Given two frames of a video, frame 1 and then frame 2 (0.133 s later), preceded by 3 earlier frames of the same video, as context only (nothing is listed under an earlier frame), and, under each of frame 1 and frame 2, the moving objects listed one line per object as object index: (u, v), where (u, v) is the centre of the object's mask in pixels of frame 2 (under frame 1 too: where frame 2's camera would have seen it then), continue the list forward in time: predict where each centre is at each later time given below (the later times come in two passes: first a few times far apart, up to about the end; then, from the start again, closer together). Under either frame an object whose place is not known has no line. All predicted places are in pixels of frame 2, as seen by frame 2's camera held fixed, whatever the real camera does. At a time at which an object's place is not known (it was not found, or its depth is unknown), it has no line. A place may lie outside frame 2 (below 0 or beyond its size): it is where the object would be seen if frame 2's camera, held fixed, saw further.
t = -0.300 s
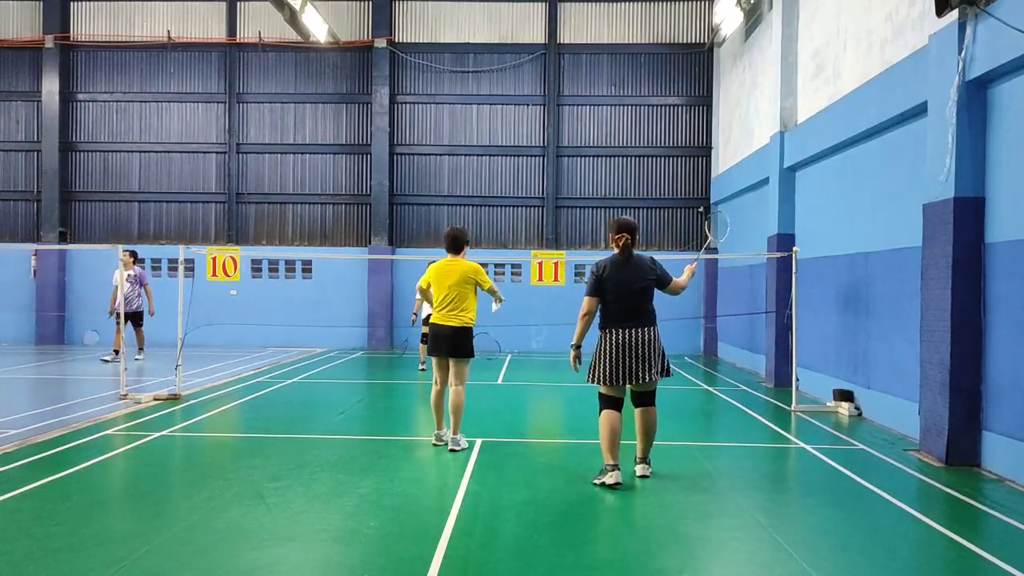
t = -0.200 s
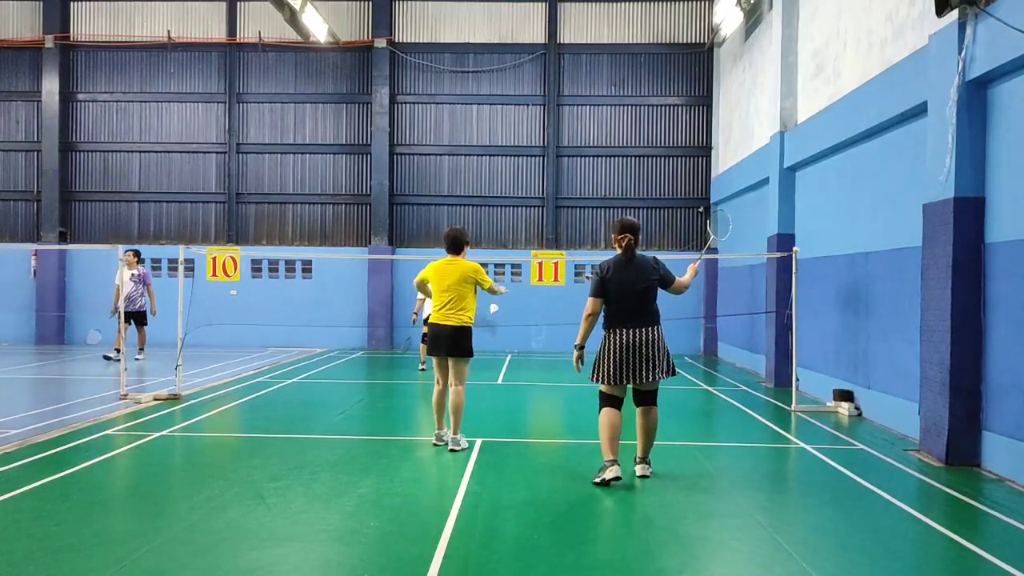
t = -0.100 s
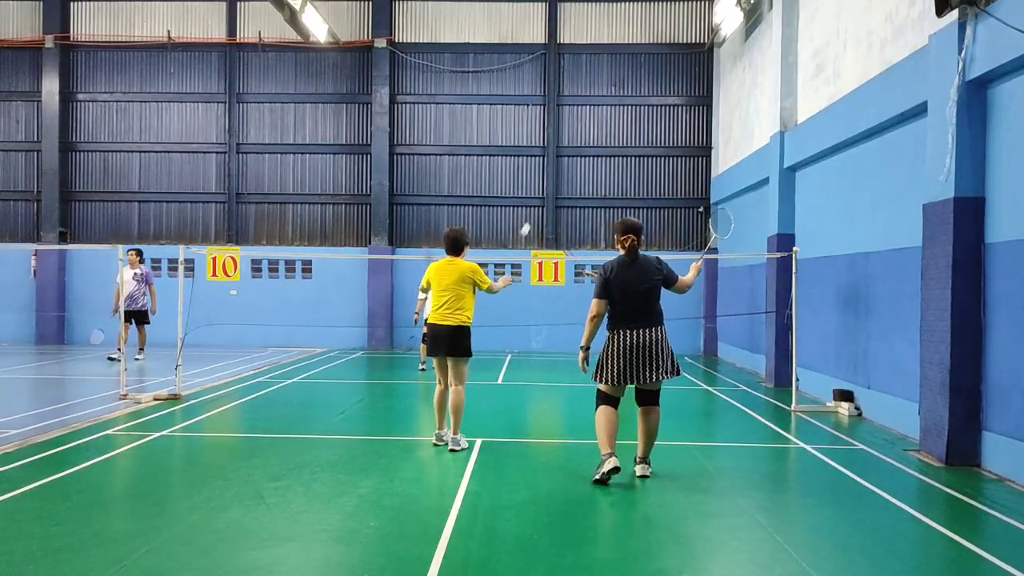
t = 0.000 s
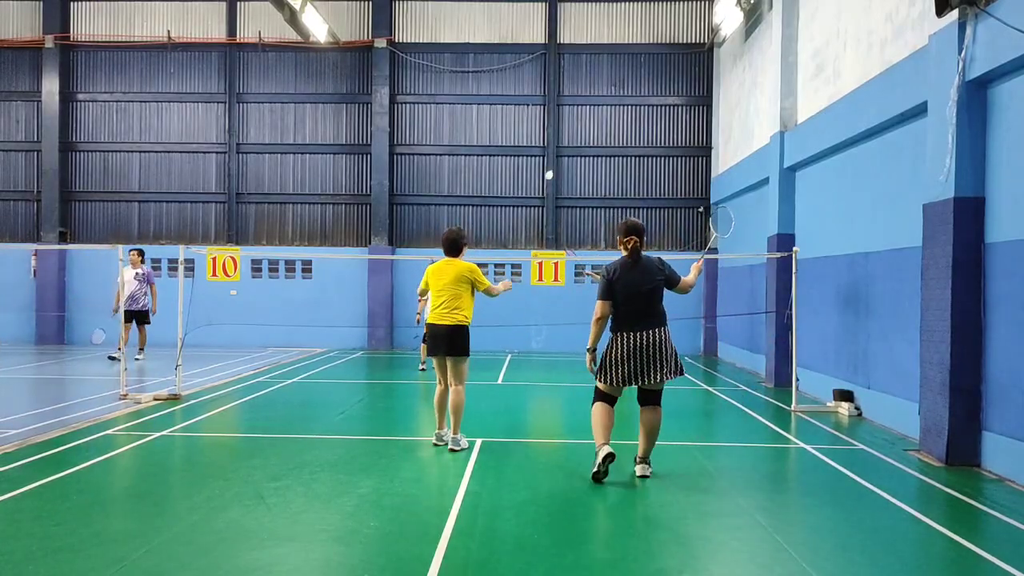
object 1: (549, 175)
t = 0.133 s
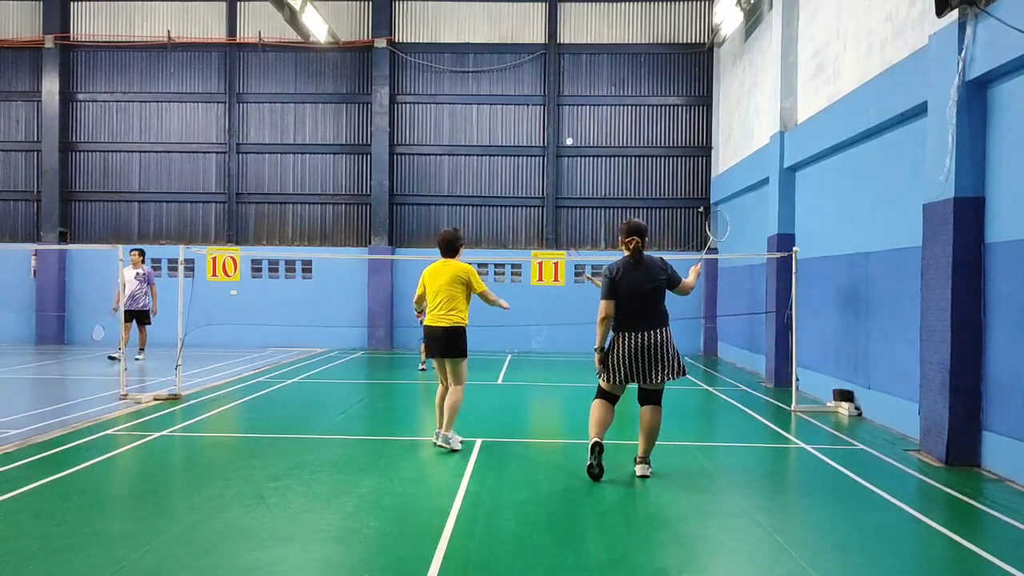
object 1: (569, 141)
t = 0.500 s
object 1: (598, 147)
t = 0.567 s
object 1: (602, 157)
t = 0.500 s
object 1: (598, 147)
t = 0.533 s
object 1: (600, 151)
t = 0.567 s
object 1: (602, 157)
